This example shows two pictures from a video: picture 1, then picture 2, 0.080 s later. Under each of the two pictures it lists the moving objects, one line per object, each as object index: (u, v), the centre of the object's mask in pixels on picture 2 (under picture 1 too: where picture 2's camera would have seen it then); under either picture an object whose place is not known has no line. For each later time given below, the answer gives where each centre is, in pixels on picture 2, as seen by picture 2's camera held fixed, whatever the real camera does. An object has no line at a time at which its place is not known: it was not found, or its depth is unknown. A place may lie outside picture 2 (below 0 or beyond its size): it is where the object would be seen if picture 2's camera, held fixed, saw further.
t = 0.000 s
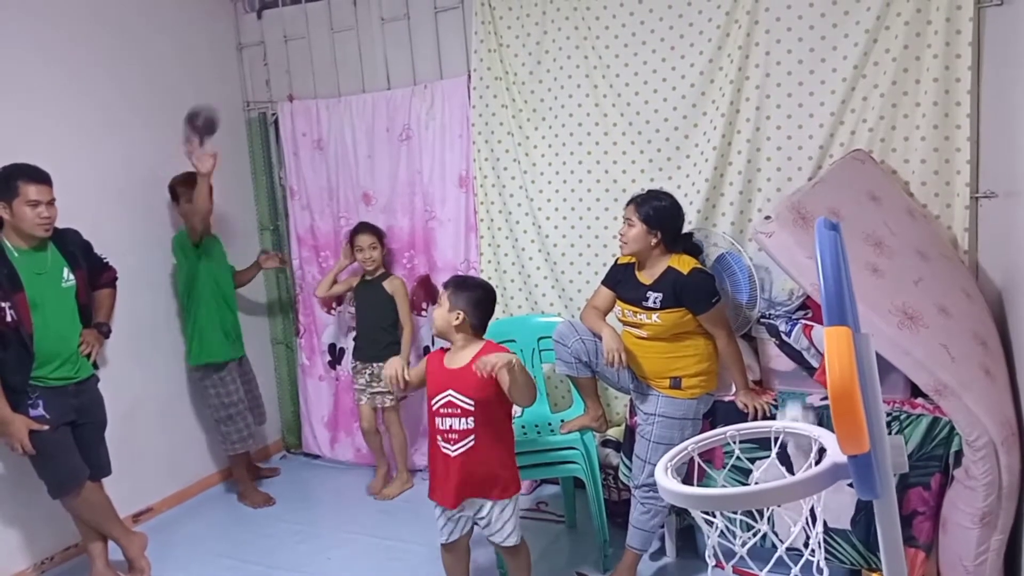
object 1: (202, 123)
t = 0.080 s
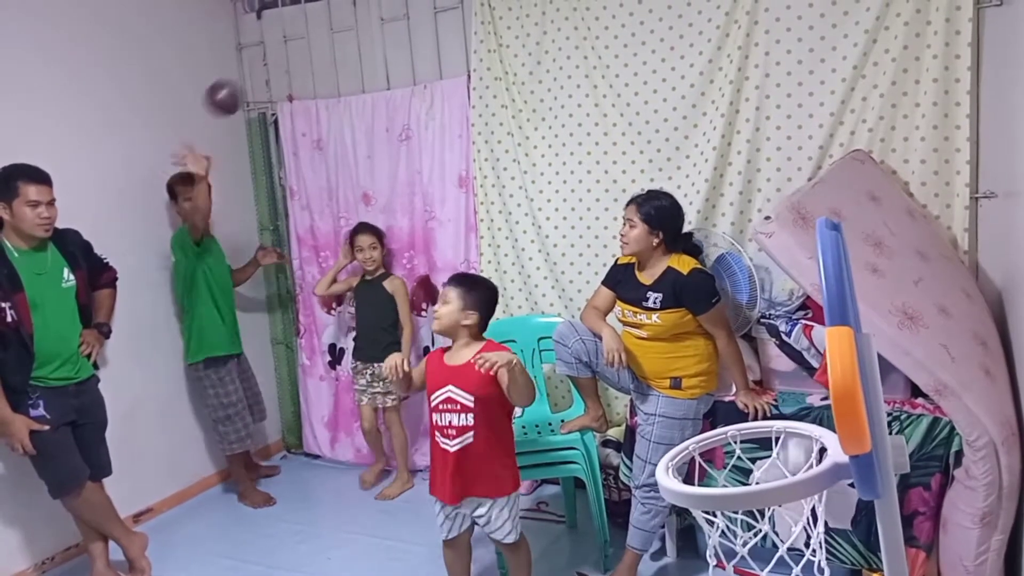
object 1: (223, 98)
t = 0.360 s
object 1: (392, 129)
